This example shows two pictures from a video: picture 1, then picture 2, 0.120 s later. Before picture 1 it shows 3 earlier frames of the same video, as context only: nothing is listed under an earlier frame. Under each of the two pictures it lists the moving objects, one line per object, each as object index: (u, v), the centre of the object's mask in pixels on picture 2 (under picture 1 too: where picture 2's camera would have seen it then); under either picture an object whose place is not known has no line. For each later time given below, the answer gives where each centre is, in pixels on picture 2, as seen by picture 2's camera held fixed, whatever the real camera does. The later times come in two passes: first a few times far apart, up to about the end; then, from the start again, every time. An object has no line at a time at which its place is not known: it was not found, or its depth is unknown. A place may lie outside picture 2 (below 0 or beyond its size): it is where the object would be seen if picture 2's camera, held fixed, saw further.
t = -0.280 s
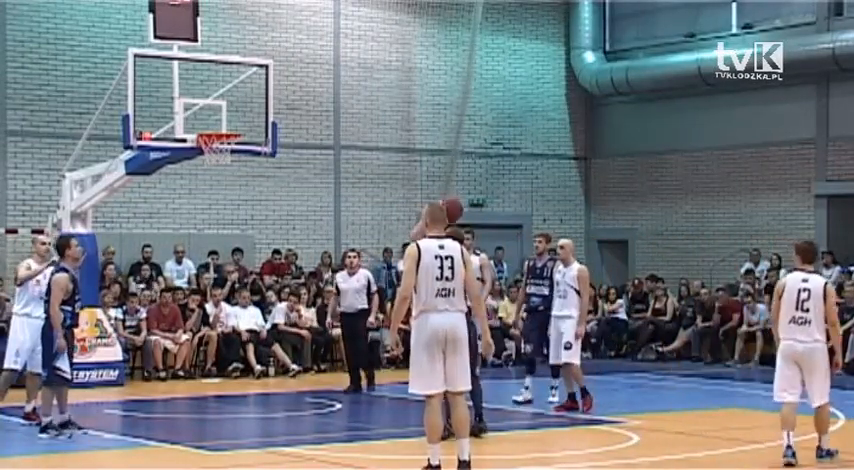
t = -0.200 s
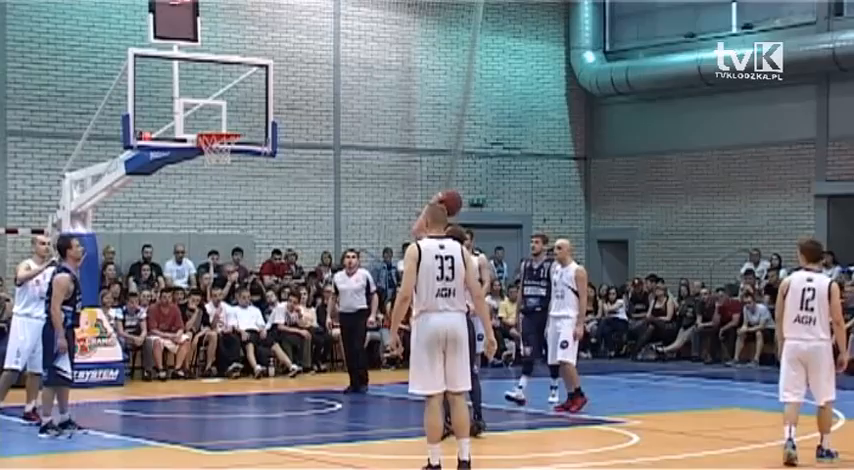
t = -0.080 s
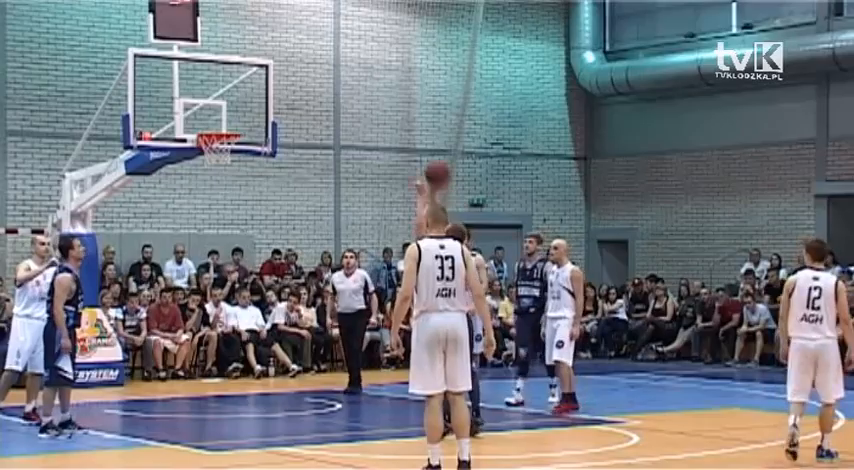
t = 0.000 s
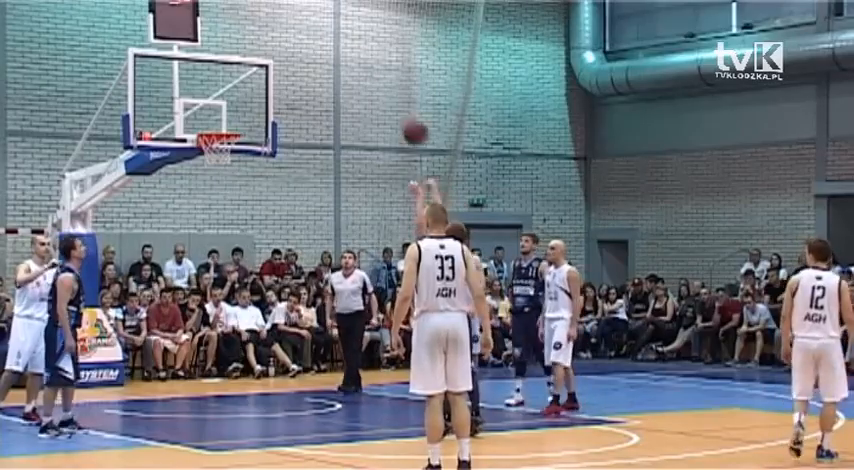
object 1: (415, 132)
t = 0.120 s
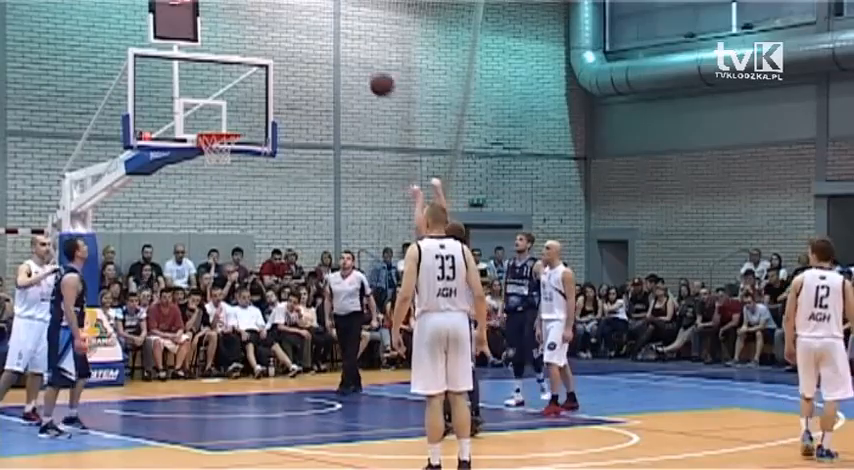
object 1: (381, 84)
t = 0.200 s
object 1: (361, 62)
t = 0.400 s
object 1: (311, 35)
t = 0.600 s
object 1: (266, 47)
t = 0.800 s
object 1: (225, 91)
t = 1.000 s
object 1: (231, 114)
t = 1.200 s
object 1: (287, 112)
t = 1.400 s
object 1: (341, 143)
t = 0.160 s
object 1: (371, 72)
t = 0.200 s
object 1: (361, 62)
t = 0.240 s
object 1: (350, 53)
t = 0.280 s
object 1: (340, 46)
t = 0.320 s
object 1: (330, 41)
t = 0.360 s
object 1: (321, 37)
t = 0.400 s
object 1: (311, 35)
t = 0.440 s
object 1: (302, 34)
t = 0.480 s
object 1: (293, 35)
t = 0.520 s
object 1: (283, 38)
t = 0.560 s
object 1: (274, 42)
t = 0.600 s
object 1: (266, 47)
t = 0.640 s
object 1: (257, 53)
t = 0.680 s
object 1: (249, 61)
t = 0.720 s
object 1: (240, 71)
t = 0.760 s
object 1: (232, 81)
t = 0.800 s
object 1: (225, 91)
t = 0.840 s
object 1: (216, 105)
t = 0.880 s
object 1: (208, 120)
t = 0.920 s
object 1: (208, 124)
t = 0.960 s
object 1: (219, 120)
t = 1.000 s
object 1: (231, 114)
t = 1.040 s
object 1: (243, 112)
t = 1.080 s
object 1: (254, 109)
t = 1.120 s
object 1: (265, 109)
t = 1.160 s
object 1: (277, 109)
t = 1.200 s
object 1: (287, 112)
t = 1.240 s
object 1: (298, 116)
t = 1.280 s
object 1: (309, 120)
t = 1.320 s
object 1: (320, 126)
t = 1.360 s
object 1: (330, 134)
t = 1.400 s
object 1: (341, 143)
